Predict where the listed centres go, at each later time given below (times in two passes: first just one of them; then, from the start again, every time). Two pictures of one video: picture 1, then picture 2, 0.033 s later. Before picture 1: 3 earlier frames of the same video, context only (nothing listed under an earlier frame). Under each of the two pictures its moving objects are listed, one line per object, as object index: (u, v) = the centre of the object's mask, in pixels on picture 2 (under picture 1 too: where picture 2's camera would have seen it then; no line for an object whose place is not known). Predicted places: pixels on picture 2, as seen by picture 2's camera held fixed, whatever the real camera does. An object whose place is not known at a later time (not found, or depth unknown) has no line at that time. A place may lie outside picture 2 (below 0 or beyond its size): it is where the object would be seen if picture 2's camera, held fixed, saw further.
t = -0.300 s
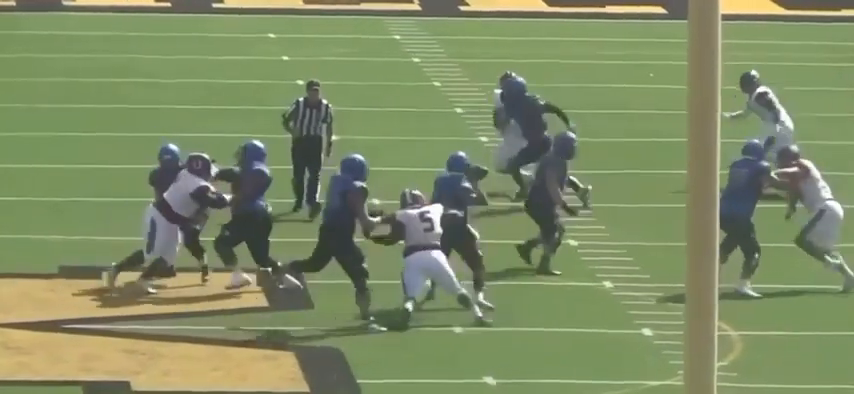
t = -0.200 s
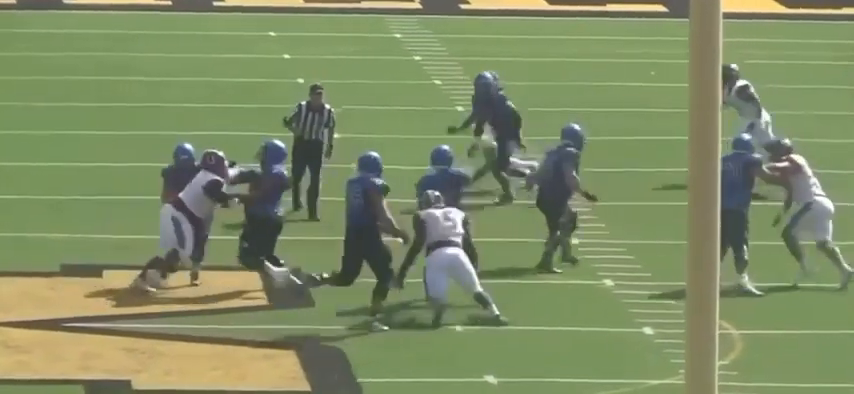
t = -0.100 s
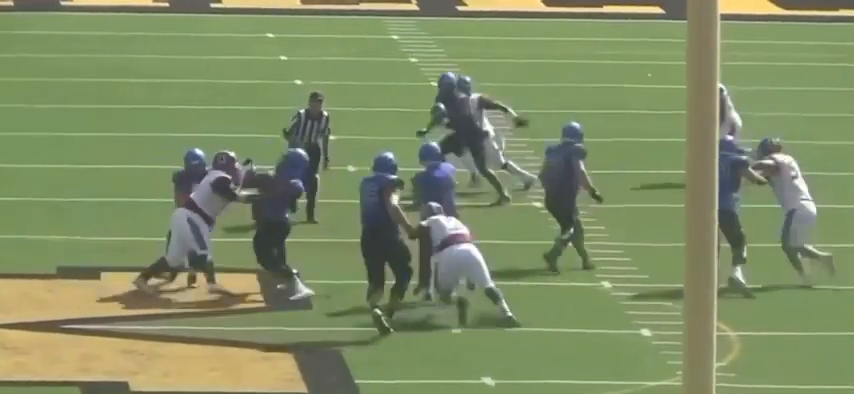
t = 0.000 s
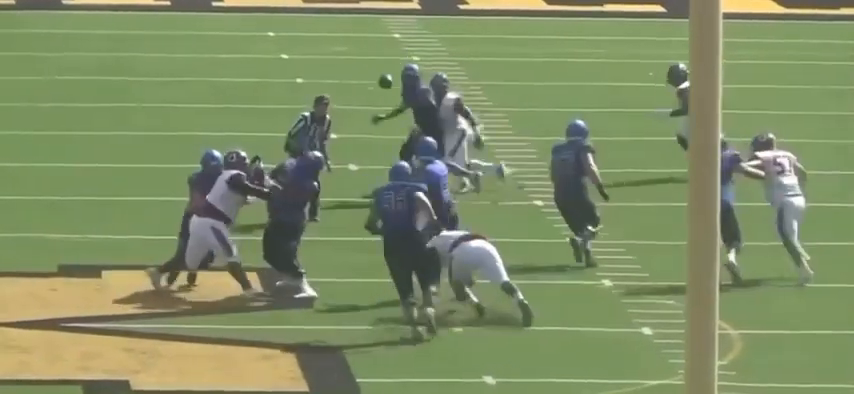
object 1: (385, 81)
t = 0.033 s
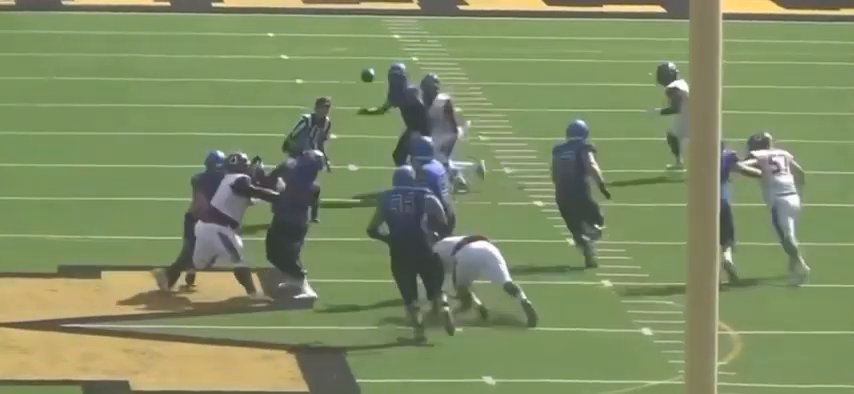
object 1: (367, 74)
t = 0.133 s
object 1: (318, 58)
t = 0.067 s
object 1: (350, 68)
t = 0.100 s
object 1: (334, 63)
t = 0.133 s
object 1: (318, 58)
